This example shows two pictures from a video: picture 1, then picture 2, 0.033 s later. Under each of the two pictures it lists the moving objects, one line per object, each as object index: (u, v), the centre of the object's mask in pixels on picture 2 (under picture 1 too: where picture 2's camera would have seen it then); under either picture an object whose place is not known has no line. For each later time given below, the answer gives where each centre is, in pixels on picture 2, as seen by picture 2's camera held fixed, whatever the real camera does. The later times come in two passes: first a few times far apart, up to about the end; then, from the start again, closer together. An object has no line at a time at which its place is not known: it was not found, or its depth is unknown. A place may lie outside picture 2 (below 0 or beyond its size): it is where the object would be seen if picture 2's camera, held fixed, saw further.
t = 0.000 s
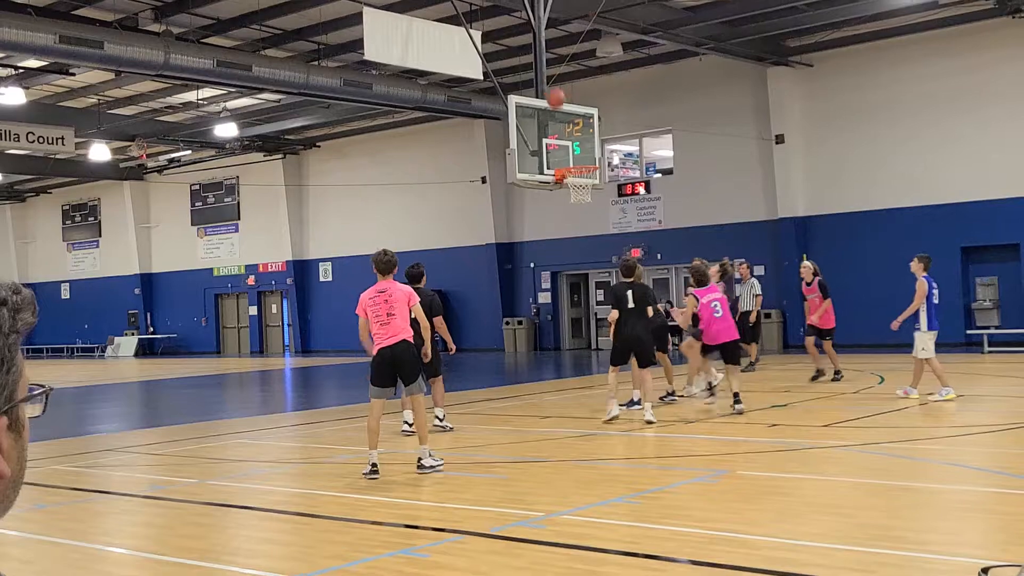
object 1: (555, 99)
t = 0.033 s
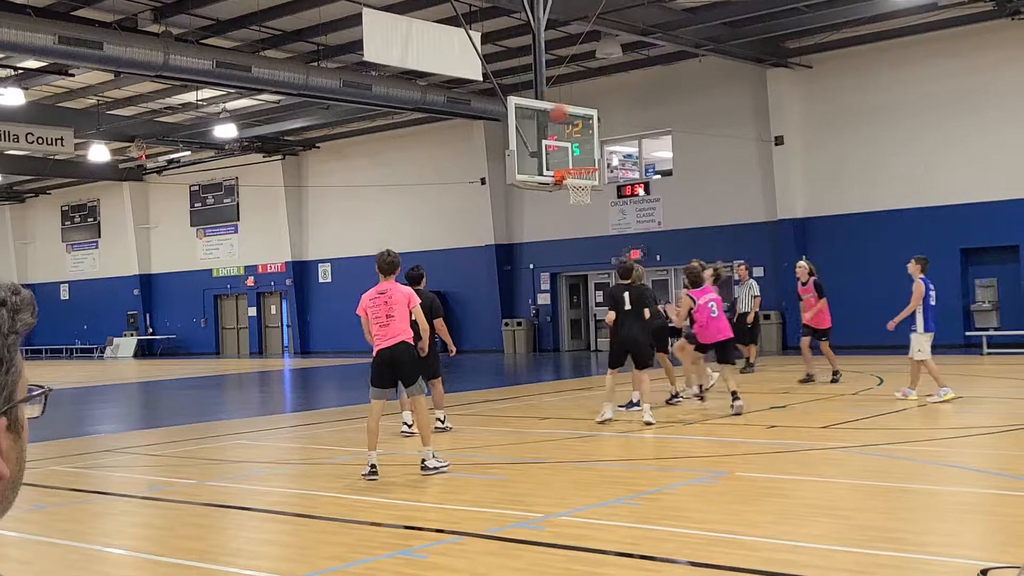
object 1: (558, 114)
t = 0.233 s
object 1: (581, 137)
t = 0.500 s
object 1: (613, 77)
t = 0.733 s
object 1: (642, 67)
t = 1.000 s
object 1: (675, 104)
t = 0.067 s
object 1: (563, 126)
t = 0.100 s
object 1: (564, 141)
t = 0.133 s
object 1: (568, 156)
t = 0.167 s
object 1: (571, 161)
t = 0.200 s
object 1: (576, 149)
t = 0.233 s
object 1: (581, 137)
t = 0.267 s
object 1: (584, 126)
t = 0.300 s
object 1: (588, 118)
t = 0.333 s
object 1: (592, 108)
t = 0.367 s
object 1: (596, 100)
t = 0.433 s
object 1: (606, 86)
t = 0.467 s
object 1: (609, 82)
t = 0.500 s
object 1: (613, 77)
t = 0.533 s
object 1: (617, 73)
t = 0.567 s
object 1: (621, 70)
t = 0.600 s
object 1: (625, 68)
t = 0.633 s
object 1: (630, 67)
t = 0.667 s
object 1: (634, 66)
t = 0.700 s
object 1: (638, 66)
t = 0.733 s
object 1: (642, 67)
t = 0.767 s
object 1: (646, 69)
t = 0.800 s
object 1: (650, 72)
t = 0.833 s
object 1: (654, 75)
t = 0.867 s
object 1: (658, 80)
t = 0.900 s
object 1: (663, 84)
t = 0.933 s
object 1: (667, 90)
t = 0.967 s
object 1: (672, 96)
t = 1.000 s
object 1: (675, 104)
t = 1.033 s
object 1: (680, 111)
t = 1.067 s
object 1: (684, 120)
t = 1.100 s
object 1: (689, 129)
